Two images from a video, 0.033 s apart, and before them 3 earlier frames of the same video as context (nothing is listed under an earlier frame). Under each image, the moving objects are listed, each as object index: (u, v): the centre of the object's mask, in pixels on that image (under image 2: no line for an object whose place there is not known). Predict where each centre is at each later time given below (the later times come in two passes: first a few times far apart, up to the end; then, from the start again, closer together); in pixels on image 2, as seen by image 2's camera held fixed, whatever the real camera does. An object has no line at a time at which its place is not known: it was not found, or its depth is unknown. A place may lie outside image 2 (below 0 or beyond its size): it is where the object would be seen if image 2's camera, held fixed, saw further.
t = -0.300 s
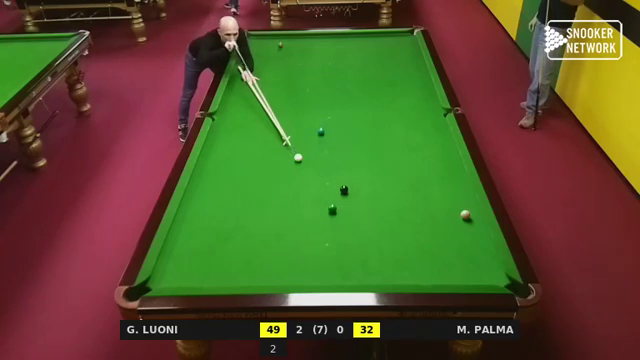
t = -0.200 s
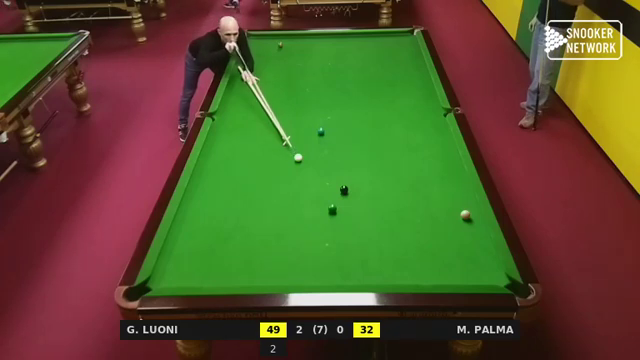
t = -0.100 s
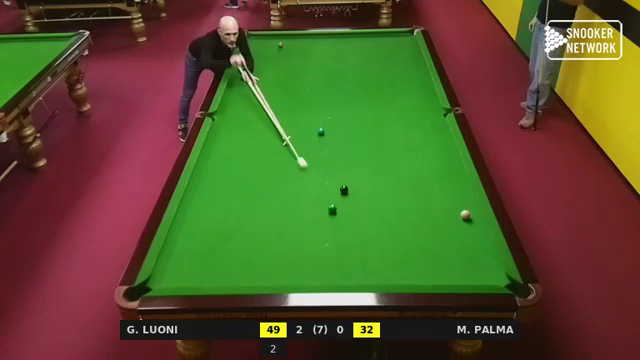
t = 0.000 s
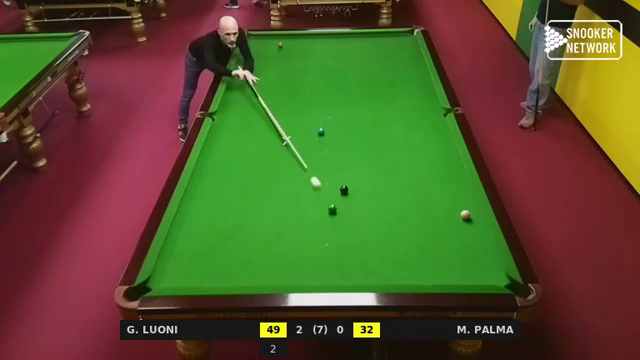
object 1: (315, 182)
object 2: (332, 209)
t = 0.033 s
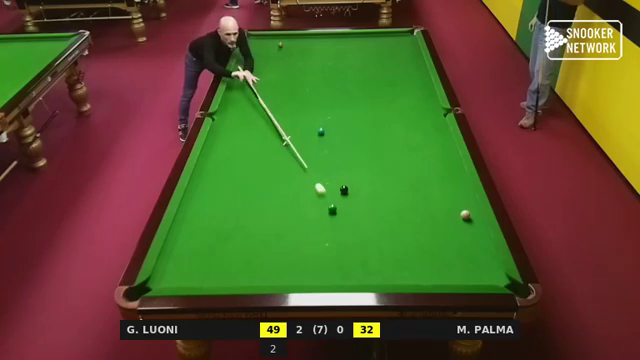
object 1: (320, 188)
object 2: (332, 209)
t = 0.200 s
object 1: (331, 202)
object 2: (342, 229)
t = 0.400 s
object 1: (334, 200)
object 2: (361, 267)
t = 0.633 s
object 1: (338, 198)
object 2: (376, 260)
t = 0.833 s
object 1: (340, 197)
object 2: (385, 234)
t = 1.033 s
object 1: (341, 196)
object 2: (392, 212)
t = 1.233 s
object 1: (342, 195)
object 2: (400, 192)
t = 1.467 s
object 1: (343, 195)
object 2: (407, 172)
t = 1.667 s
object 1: (343, 195)
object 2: (412, 157)
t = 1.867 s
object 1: (343, 195)
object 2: (417, 144)
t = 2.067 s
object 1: (343, 195)
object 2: (422, 131)
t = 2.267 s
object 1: (343, 195)
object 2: (426, 120)
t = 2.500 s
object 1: (343, 195)
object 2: (430, 108)
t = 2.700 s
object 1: (343, 195)
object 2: (434, 99)
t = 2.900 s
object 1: (344, 195)
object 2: (430, 92)
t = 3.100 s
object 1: (343, 195)
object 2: (425, 85)
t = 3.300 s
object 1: (343, 195)
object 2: (420, 79)
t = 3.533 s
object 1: (343, 195)
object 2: (415, 73)
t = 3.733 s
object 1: (343, 195)
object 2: (411, 68)
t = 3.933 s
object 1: (343, 195)
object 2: (408, 64)
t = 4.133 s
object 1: (343, 195)
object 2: (404, 60)
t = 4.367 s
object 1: (343, 195)
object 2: (401, 55)
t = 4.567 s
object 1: (343, 195)
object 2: (398, 52)
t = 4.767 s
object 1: (343, 195)
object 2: (396, 48)
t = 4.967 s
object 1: (343, 195)
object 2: (393, 46)
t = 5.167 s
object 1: (343, 195)
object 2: (391, 43)
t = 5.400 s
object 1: (343, 195)
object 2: (389, 40)
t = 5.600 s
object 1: (343, 195)
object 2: (387, 38)
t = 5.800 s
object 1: (343, 195)
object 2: (386, 36)
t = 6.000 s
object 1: (343, 195)
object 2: (384, 34)
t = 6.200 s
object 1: (343, 195)
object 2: (384, 34)
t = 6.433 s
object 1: (344, 195)
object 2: (383, 35)
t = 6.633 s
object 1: (344, 195)
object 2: (383, 36)
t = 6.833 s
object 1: (343, 194)
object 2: (382, 37)
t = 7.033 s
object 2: (382, 37)
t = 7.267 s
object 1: (344, 194)
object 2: (382, 38)
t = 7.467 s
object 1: (344, 195)
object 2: (382, 38)
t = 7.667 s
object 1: (344, 195)
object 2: (381, 38)
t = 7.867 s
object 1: (344, 195)
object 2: (381, 38)
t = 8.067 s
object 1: (344, 195)
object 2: (381, 38)
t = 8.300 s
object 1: (344, 195)
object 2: (381, 39)
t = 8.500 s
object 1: (344, 195)
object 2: (381, 39)
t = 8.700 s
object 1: (344, 195)
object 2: (381, 39)
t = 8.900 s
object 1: (344, 195)
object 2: (381, 39)
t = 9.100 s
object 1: (344, 195)
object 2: (381, 39)
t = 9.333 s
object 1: (344, 195)
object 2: (381, 39)
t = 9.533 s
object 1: (344, 195)
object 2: (381, 39)
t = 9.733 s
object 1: (344, 195)
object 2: (381, 39)
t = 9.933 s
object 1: (344, 195)
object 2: (381, 39)
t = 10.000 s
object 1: (344, 195)
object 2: (381, 39)
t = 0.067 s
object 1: (325, 195)
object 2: (332, 209)
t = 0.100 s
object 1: (328, 201)
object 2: (332, 210)
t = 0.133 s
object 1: (330, 203)
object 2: (335, 215)
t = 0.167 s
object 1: (331, 203)
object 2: (338, 222)
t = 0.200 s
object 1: (331, 202)
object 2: (342, 229)
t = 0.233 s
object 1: (332, 202)
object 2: (345, 235)
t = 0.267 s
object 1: (332, 201)
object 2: (348, 241)
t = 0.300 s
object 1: (333, 201)
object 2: (351, 248)
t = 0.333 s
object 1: (333, 201)
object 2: (354, 254)
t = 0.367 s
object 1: (334, 200)
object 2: (358, 260)
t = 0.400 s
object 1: (334, 200)
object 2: (361, 267)
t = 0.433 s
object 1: (335, 200)
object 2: (364, 274)
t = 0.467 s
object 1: (335, 200)
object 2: (367, 278)
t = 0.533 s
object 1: (336, 199)
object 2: (372, 275)
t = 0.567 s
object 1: (337, 199)
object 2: (373, 269)
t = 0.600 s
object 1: (337, 198)
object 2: (375, 264)
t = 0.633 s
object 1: (338, 198)
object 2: (376, 260)
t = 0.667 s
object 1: (338, 198)
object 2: (378, 255)
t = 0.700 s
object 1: (338, 198)
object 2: (379, 251)
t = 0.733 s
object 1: (339, 198)
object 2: (381, 247)
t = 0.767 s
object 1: (339, 197)
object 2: (382, 243)
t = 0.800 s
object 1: (339, 197)
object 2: (384, 238)
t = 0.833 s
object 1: (340, 197)
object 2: (385, 234)
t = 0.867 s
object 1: (340, 197)
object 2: (386, 230)
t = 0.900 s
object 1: (340, 197)
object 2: (387, 226)
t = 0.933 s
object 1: (340, 196)
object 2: (389, 223)
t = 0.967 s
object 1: (341, 196)
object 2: (390, 219)
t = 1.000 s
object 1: (341, 196)
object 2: (391, 216)
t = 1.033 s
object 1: (341, 196)
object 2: (392, 212)
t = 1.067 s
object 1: (341, 196)
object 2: (394, 209)
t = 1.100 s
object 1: (342, 196)
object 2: (395, 205)
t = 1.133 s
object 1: (342, 196)
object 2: (396, 202)
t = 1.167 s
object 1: (342, 195)
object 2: (397, 198)
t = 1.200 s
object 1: (342, 195)
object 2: (399, 195)
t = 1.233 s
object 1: (342, 195)
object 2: (400, 192)
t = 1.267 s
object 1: (343, 195)
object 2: (400, 189)
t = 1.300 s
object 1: (343, 195)
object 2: (401, 186)
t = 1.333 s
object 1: (343, 195)
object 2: (403, 184)
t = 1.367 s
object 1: (343, 195)
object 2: (403, 181)
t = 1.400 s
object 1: (343, 195)
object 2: (405, 178)
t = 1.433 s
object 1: (343, 195)
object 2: (406, 175)
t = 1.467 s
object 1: (343, 195)
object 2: (407, 172)
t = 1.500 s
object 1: (343, 195)
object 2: (407, 170)
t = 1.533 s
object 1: (343, 195)
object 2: (408, 167)
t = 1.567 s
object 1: (343, 195)
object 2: (409, 165)
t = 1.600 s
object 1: (343, 195)
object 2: (410, 162)
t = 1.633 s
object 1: (343, 195)
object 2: (411, 160)
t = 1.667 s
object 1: (343, 195)
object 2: (412, 157)
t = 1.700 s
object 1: (343, 195)
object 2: (413, 155)
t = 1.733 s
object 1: (343, 195)
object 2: (414, 153)
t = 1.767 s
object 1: (343, 195)
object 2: (414, 150)
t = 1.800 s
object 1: (343, 195)
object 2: (415, 148)
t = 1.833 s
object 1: (343, 195)
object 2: (416, 146)
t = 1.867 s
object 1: (343, 195)
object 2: (417, 144)
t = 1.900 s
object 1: (343, 195)
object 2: (418, 142)
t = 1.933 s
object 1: (343, 195)
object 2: (418, 140)
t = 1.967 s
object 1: (343, 195)
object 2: (420, 138)
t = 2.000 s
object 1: (343, 195)
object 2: (420, 135)
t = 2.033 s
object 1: (343, 195)
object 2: (421, 134)
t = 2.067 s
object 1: (343, 195)
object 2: (422, 131)
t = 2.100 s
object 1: (343, 195)
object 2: (422, 129)
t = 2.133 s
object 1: (343, 195)
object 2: (423, 127)
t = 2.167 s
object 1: (343, 195)
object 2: (424, 126)
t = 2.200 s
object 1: (343, 195)
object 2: (425, 124)
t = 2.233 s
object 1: (343, 195)
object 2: (425, 122)
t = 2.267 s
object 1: (343, 195)
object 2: (426, 120)
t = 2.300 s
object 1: (343, 195)
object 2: (426, 118)
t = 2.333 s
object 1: (343, 195)
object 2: (427, 116)
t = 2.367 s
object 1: (343, 195)
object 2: (428, 115)
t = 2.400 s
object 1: (343, 195)
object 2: (428, 113)
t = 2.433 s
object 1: (343, 195)
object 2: (429, 112)
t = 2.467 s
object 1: (343, 195)
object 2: (430, 110)
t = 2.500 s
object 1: (343, 195)
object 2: (430, 108)
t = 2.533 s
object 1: (343, 195)
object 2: (431, 107)
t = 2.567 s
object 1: (343, 195)
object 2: (431, 105)
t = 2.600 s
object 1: (343, 195)
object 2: (432, 104)
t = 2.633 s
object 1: (343, 195)
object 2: (432, 102)
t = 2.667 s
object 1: (343, 195)
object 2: (433, 100)
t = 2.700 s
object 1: (343, 195)
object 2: (434, 99)
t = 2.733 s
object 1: (344, 195)
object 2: (434, 98)
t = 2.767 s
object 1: (343, 195)
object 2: (434, 96)
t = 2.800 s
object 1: (343, 195)
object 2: (433, 95)
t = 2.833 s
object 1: (343, 195)
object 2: (432, 93)
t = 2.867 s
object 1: (343, 195)
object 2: (431, 93)
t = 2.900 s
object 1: (344, 195)
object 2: (430, 92)
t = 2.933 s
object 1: (343, 195)
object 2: (429, 90)
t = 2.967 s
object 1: (343, 195)
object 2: (428, 89)
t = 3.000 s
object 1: (343, 195)
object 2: (427, 89)
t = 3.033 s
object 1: (343, 195)
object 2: (427, 87)
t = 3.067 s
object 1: (343, 195)
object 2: (426, 86)
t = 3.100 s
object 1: (343, 195)
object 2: (425, 85)
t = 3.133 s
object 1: (343, 195)
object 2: (424, 84)
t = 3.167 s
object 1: (343, 195)
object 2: (423, 83)
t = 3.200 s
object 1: (343, 195)
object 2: (422, 82)
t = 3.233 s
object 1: (343, 195)
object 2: (422, 81)
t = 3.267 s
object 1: (343, 195)
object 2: (421, 80)
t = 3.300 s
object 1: (343, 195)
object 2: (420, 79)
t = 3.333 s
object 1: (343, 195)
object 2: (419, 79)
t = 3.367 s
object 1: (343, 195)
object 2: (419, 78)
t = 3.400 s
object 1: (343, 195)
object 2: (418, 77)
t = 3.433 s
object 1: (343, 195)
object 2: (417, 76)
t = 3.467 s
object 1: (343, 195)
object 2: (416, 75)
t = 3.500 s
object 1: (343, 195)
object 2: (416, 74)
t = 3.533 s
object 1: (343, 195)
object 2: (415, 73)
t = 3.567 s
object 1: (343, 195)
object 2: (414, 72)
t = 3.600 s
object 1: (343, 195)
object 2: (414, 72)
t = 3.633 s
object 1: (343, 195)
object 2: (413, 71)
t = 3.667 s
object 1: (343, 195)
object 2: (413, 70)
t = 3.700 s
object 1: (343, 195)
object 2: (412, 69)
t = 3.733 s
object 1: (343, 195)
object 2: (411, 68)
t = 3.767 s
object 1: (343, 195)
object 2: (410, 68)
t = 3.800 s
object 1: (343, 195)
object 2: (410, 67)
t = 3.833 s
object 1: (343, 195)
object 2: (409, 66)
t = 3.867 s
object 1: (343, 195)
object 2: (409, 65)
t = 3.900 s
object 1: (343, 195)
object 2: (408, 64)
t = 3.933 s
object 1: (343, 195)
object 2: (408, 64)
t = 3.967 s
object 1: (343, 195)
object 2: (407, 63)
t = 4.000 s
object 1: (343, 195)
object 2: (407, 63)
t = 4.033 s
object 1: (343, 195)
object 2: (406, 62)
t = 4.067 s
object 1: (343, 195)
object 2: (405, 61)
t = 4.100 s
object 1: (343, 195)
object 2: (405, 60)
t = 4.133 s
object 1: (343, 195)
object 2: (404, 60)
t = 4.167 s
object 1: (343, 195)
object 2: (404, 59)
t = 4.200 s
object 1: (343, 195)
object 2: (403, 59)
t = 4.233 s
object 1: (343, 195)
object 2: (402, 58)
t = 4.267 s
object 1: (343, 195)
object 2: (402, 57)
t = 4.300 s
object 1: (343, 195)
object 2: (402, 57)
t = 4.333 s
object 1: (343, 195)
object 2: (401, 56)
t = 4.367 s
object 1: (343, 195)
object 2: (401, 55)
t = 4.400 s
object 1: (343, 195)
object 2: (400, 55)
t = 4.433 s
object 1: (343, 195)
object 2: (400, 54)
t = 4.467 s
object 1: (343, 195)
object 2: (400, 53)
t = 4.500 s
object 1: (343, 195)
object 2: (399, 53)
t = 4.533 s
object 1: (343, 195)
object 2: (399, 52)
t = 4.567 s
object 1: (343, 195)
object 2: (398, 52)
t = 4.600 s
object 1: (343, 195)
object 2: (398, 51)
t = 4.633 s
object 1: (343, 195)
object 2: (398, 51)
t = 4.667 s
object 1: (343, 195)
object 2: (397, 50)
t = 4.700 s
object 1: (343, 195)
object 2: (397, 50)
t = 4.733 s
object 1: (343, 195)
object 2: (396, 49)
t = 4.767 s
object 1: (343, 195)
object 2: (396, 48)
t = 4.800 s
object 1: (343, 195)
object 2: (395, 48)
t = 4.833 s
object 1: (343, 195)
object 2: (395, 48)
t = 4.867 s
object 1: (343, 195)
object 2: (394, 47)
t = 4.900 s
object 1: (343, 195)
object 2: (394, 47)
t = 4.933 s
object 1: (343, 195)
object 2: (394, 46)
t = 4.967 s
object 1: (343, 195)
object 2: (393, 46)
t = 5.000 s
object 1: (343, 195)
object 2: (393, 45)
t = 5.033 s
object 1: (343, 195)
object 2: (392, 45)
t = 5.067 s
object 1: (343, 195)
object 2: (392, 44)
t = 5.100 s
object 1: (343, 195)
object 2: (392, 44)
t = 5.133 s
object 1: (343, 195)
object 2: (392, 44)
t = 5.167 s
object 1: (343, 195)
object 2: (391, 43)
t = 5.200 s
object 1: (343, 195)
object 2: (391, 43)
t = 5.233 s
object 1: (343, 195)
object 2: (390, 42)
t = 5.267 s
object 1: (343, 195)
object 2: (390, 42)
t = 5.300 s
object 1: (343, 195)
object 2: (390, 42)
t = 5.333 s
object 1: (343, 195)
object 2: (390, 41)
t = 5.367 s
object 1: (343, 195)
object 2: (389, 41)
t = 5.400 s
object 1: (343, 195)
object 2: (389, 40)
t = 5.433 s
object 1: (343, 195)
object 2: (389, 40)
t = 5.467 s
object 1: (343, 195)
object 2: (388, 39)
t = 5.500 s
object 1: (343, 195)
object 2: (388, 39)
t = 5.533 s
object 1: (343, 195)
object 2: (388, 39)
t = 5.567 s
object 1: (343, 195)
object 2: (387, 38)
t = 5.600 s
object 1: (343, 195)
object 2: (387, 38)
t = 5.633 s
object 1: (343, 195)
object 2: (387, 37)
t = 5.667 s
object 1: (343, 195)
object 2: (387, 37)
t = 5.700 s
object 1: (343, 195)
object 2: (386, 36)
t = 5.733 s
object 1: (343, 195)
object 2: (386, 36)
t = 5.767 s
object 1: (343, 195)
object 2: (386, 36)
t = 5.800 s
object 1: (343, 195)
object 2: (386, 36)
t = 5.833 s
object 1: (343, 195)
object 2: (385, 35)
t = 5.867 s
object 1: (343, 195)
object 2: (385, 35)
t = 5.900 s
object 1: (343, 195)
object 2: (385, 35)
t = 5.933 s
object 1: (343, 195)
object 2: (385, 34)
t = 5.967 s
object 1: (343, 195)
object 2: (385, 34)
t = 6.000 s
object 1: (343, 195)
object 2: (384, 34)
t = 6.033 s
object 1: (343, 195)
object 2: (384, 34)
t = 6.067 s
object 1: (343, 195)
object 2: (384, 34)
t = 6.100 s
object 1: (343, 195)
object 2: (384, 33)
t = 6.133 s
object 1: (343, 195)
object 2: (383, 33)
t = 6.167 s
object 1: (343, 195)
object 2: (383, 33)
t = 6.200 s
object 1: (343, 195)
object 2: (384, 34)
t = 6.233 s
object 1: (343, 195)
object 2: (384, 34)
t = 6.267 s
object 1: (343, 195)
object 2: (384, 34)
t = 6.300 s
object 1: (343, 195)
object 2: (384, 34)
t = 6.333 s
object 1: (343, 195)
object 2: (384, 34)
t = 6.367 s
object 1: (343, 195)
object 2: (383, 34)
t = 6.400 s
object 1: (344, 195)
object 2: (383, 35)
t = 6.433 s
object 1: (344, 195)
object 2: (383, 35)
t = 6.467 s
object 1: (343, 195)
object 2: (383, 35)
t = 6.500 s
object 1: (344, 195)
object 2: (383, 35)
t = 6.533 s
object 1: (344, 195)
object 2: (383, 35)
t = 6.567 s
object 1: (344, 195)
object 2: (383, 35)
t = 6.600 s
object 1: (344, 195)
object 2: (383, 36)
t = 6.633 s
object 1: (344, 195)
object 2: (383, 36)
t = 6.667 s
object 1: (343, 195)
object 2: (383, 36)
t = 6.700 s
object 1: (343, 195)
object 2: (383, 36)
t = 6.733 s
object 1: (343, 195)
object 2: (383, 36)
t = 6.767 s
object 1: (343, 195)
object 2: (383, 36)
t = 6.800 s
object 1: (343, 195)
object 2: (382, 37)
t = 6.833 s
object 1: (343, 194)
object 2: (382, 37)
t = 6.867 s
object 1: (343, 195)
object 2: (382, 37)
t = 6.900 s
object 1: (343, 195)
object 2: (383, 37)
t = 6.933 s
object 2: (383, 37)
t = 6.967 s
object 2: (382, 37)
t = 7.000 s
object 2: (382, 37)
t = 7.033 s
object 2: (382, 37)
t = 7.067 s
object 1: (344, 193)
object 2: (382, 37)
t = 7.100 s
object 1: (344, 194)
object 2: (382, 37)
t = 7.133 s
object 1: (344, 194)
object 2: (382, 37)
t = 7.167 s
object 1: (344, 194)
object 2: (382, 37)
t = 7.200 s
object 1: (344, 194)
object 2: (382, 38)
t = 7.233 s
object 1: (344, 194)
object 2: (382, 38)
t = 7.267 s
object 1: (344, 194)
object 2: (382, 38)
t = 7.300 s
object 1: (344, 194)
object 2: (382, 38)
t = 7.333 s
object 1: (344, 194)
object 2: (382, 38)
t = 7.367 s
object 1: (344, 195)
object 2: (382, 38)
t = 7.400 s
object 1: (344, 195)
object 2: (382, 38)
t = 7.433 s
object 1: (344, 195)
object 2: (382, 38)
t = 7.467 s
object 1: (344, 195)
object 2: (382, 38)
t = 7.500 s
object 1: (344, 195)
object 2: (382, 38)
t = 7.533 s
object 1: (344, 195)
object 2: (382, 38)
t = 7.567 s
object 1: (344, 195)
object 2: (382, 38)
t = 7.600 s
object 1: (344, 195)
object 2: (382, 38)
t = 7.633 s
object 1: (344, 195)
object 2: (382, 38)
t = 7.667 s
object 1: (344, 195)
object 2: (381, 38)
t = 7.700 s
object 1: (344, 195)
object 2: (381, 38)
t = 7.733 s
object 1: (344, 195)
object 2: (381, 38)
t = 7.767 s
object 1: (344, 195)
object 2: (381, 38)
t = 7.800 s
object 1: (344, 195)
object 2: (381, 38)
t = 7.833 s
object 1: (344, 195)
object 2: (381, 38)
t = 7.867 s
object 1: (344, 195)
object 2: (381, 38)
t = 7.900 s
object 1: (344, 195)
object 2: (381, 38)
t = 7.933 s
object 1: (344, 195)
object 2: (381, 38)
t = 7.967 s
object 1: (344, 195)
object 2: (381, 38)
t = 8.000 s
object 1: (344, 195)
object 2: (381, 38)
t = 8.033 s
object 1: (344, 195)
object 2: (381, 38)
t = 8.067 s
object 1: (344, 195)
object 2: (381, 38)
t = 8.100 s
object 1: (344, 195)
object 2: (381, 38)
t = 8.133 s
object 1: (344, 195)
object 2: (381, 38)
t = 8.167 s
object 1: (344, 195)
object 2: (381, 38)
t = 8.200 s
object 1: (344, 195)
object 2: (381, 39)
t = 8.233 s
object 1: (344, 195)
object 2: (381, 39)
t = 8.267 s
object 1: (344, 195)
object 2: (381, 39)
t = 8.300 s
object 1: (344, 195)
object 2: (381, 39)
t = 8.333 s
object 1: (344, 195)
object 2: (381, 39)
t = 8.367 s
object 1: (344, 195)
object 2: (381, 39)
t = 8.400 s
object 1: (344, 195)
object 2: (381, 39)
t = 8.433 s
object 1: (344, 195)
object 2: (381, 39)
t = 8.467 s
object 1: (344, 195)
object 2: (381, 39)
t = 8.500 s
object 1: (344, 195)
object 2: (381, 39)
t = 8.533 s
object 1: (344, 195)
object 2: (381, 39)
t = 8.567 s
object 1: (344, 195)
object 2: (381, 39)
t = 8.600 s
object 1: (344, 195)
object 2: (381, 39)
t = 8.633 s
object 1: (344, 195)
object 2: (381, 39)
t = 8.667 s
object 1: (344, 195)
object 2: (381, 39)
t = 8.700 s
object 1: (344, 195)
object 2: (381, 39)
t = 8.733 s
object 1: (344, 195)
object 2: (381, 39)
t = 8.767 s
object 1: (344, 195)
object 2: (381, 39)
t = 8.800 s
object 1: (344, 195)
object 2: (381, 39)
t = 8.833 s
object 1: (344, 195)
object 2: (381, 39)
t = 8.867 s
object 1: (344, 195)
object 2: (381, 39)
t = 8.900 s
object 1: (344, 195)
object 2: (381, 39)
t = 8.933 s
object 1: (344, 195)
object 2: (381, 39)
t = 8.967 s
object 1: (344, 195)
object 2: (381, 39)
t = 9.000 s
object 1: (344, 195)
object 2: (381, 39)
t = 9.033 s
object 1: (344, 195)
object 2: (381, 39)
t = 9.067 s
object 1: (344, 195)
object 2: (381, 39)
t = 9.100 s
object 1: (344, 195)
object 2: (381, 39)
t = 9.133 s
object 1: (344, 195)
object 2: (381, 39)
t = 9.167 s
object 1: (344, 195)
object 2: (381, 39)
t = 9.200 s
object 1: (344, 195)
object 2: (381, 39)
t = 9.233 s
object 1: (344, 195)
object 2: (381, 39)
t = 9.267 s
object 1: (344, 195)
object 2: (381, 39)
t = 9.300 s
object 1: (344, 195)
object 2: (381, 39)
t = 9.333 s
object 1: (344, 195)
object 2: (381, 39)
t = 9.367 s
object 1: (344, 195)
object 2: (381, 39)
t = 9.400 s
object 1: (344, 195)
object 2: (381, 39)
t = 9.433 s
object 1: (344, 195)
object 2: (381, 39)
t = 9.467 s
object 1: (344, 195)
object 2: (381, 39)
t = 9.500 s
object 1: (344, 195)
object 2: (381, 39)
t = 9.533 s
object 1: (344, 195)
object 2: (381, 39)
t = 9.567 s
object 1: (344, 195)
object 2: (381, 39)
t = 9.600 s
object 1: (344, 195)
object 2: (381, 39)
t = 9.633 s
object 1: (344, 195)
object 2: (381, 39)
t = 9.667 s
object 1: (344, 195)
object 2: (381, 39)
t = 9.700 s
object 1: (344, 195)
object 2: (381, 39)
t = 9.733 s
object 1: (344, 195)
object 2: (381, 39)
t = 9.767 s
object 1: (344, 195)
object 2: (381, 39)
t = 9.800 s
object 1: (344, 195)
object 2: (381, 39)
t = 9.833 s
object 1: (344, 195)
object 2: (381, 39)
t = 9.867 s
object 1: (344, 195)
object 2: (381, 39)
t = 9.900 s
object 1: (344, 195)
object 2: (381, 39)
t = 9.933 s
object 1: (344, 195)
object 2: (381, 39)
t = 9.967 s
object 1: (344, 195)
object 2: (381, 39)
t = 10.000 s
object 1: (344, 195)
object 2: (381, 39)
